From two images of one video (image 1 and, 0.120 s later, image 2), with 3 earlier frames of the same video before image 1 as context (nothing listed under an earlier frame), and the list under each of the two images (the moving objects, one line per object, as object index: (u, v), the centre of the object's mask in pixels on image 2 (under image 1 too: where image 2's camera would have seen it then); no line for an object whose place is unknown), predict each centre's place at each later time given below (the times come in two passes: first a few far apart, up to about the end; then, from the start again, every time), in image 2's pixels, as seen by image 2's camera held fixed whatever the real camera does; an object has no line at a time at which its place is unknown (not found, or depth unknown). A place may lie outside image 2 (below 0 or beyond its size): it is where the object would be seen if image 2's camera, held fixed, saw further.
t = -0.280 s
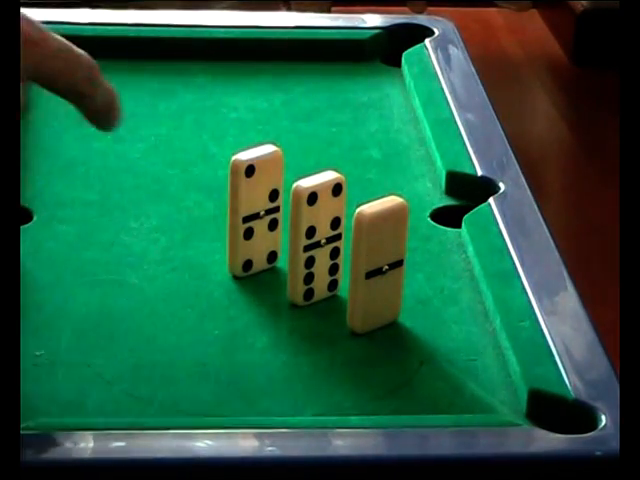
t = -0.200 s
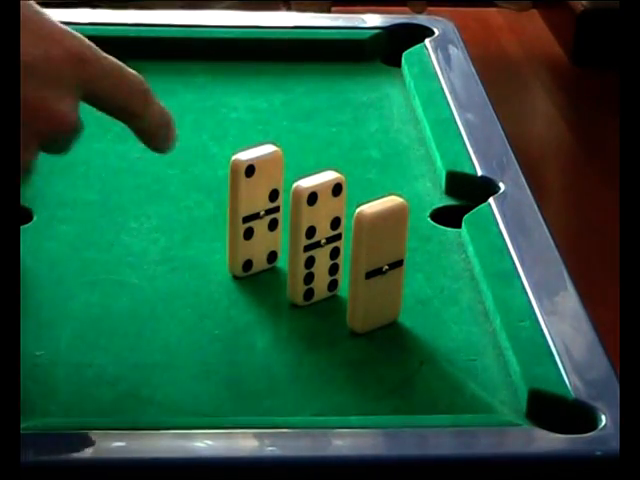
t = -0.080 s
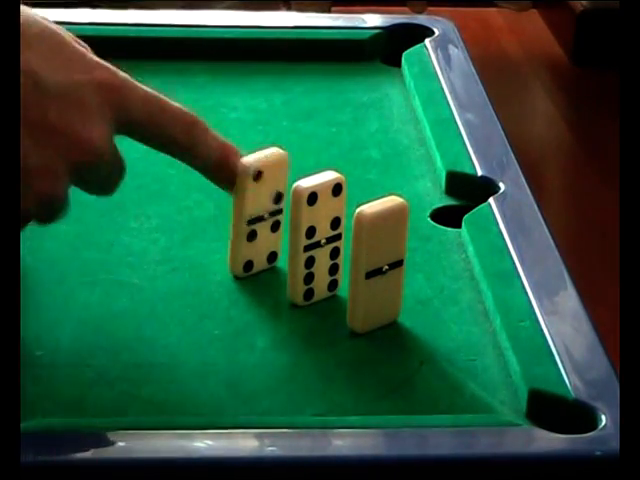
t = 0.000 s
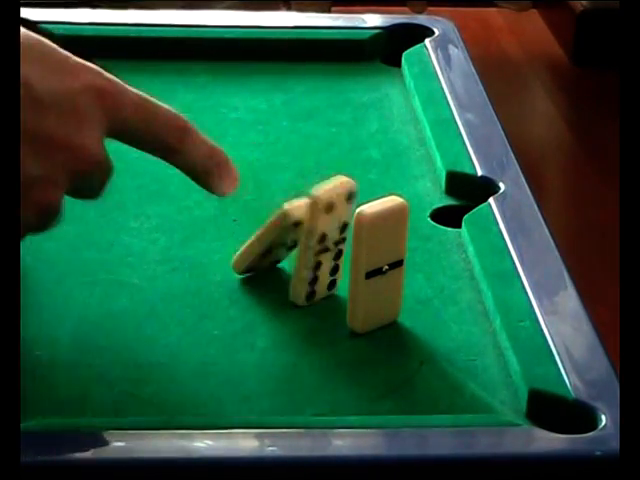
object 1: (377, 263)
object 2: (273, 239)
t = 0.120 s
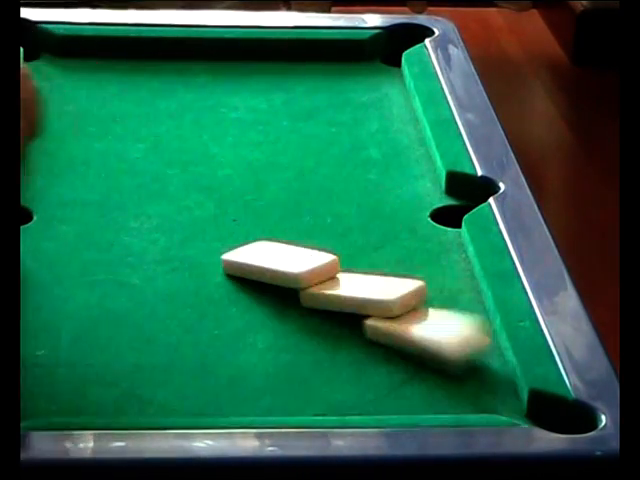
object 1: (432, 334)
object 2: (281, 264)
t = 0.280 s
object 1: (441, 343)
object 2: (274, 261)
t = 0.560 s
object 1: (441, 343)
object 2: (270, 264)
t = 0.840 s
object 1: (441, 343)
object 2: (270, 264)
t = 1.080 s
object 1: (441, 343)
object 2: (270, 264)
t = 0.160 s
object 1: (437, 337)
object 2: (280, 263)
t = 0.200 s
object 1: (441, 341)
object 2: (277, 262)
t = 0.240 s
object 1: (442, 342)
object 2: (276, 261)
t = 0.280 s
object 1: (441, 343)
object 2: (274, 261)
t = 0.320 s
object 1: (441, 343)
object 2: (268, 263)
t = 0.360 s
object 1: (441, 343)
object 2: (270, 264)
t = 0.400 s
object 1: (441, 343)
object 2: (270, 264)
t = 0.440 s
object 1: (441, 343)
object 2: (269, 264)
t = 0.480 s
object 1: (441, 343)
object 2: (269, 264)
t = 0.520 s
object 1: (441, 343)
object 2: (269, 264)
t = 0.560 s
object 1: (441, 343)
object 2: (270, 264)
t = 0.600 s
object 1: (441, 343)
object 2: (270, 264)
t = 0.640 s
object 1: (441, 343)
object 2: (270, 264)
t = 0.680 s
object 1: (441, 343)
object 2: (270, 264)
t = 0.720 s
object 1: (441, 343)
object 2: (270, 264)
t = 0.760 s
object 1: (441, 343)
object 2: (270, 264)
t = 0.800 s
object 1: (441, 343)
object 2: (270, 264)
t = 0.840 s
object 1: (441, 343)
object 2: (270, 264)
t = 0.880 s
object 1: (441, 343)
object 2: (270, 264)
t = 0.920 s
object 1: (441, 343)
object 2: (270, 264)
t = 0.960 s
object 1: (441, 343)
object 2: (270, 264)
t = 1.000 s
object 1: (441, 343)
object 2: (270, 264)
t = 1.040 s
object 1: (441, 343)
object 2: (270, 264)
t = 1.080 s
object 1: (441, 343)
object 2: (270, 264)
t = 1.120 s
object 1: (441, 343)
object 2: (270, 264)
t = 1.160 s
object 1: (441, 343)
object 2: (270, 264)
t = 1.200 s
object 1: (441, 343)
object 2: (270, 264)
